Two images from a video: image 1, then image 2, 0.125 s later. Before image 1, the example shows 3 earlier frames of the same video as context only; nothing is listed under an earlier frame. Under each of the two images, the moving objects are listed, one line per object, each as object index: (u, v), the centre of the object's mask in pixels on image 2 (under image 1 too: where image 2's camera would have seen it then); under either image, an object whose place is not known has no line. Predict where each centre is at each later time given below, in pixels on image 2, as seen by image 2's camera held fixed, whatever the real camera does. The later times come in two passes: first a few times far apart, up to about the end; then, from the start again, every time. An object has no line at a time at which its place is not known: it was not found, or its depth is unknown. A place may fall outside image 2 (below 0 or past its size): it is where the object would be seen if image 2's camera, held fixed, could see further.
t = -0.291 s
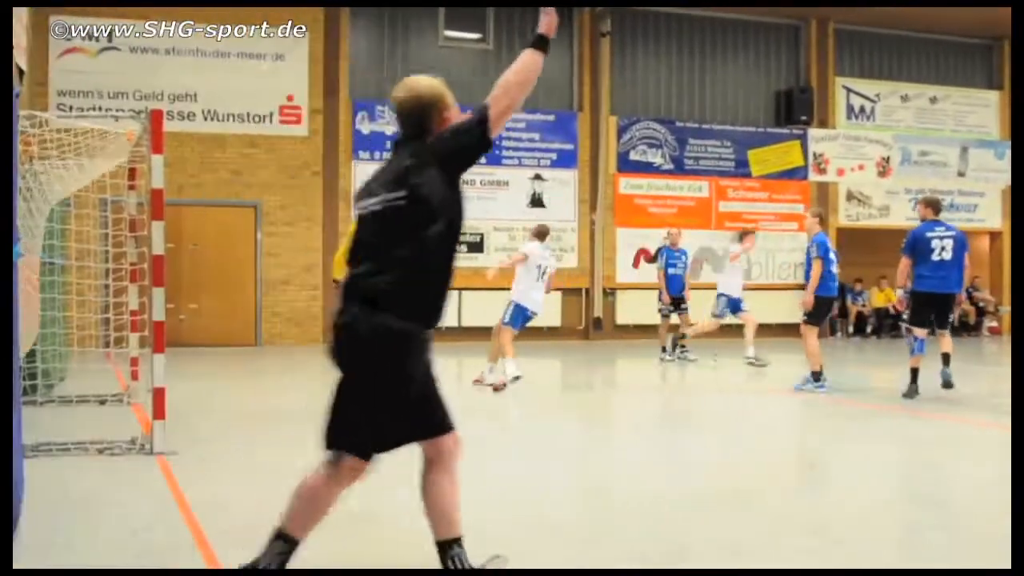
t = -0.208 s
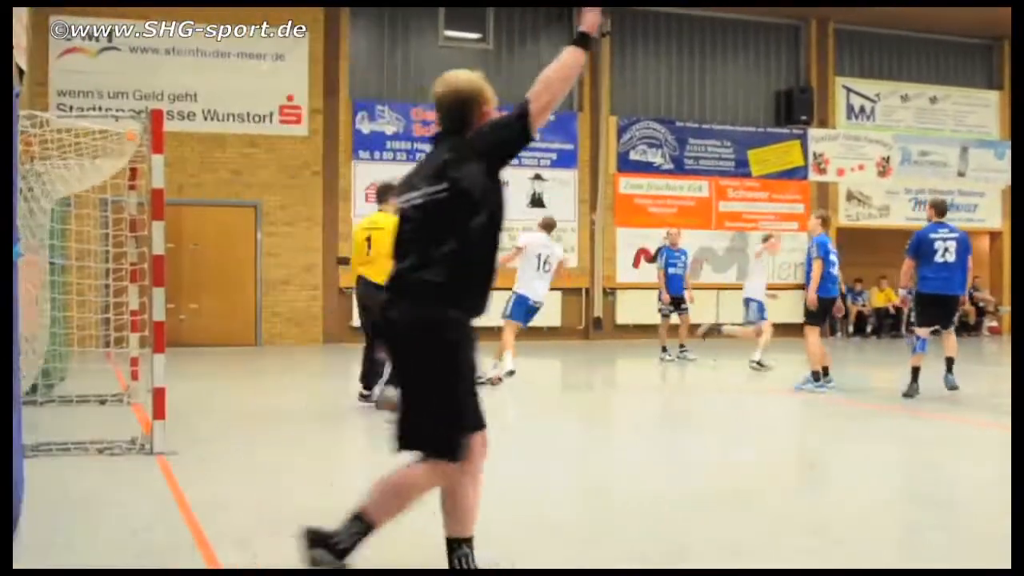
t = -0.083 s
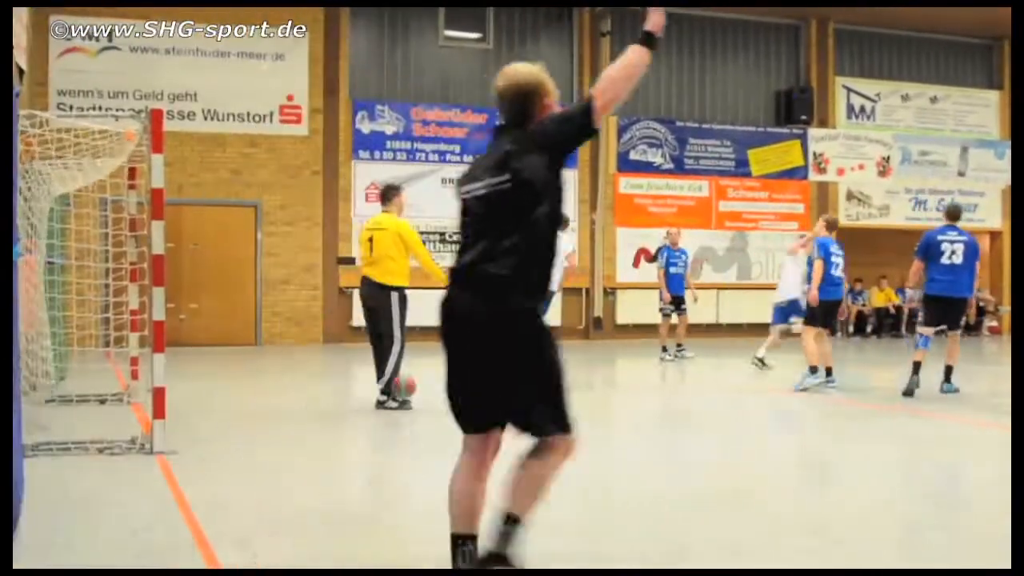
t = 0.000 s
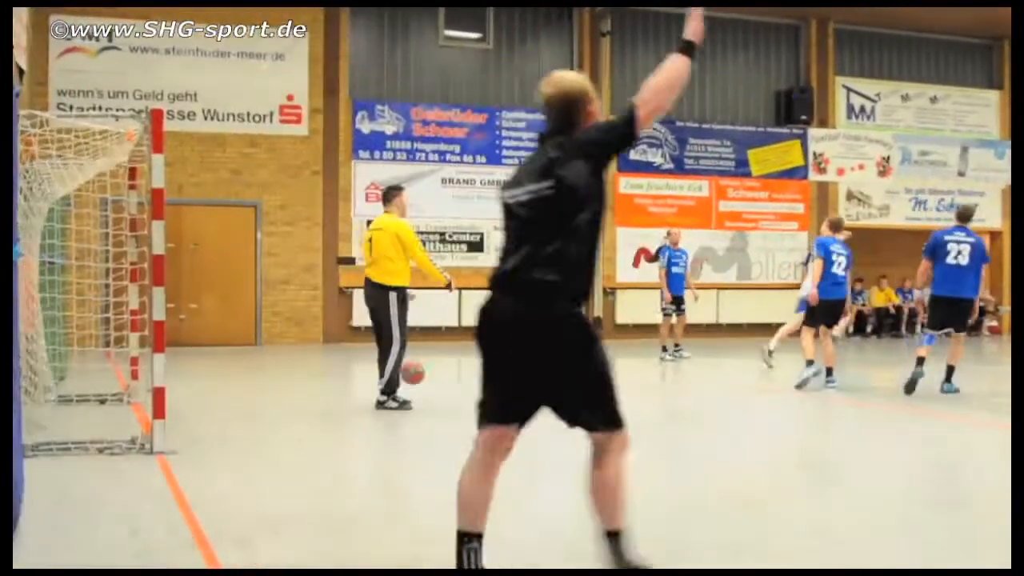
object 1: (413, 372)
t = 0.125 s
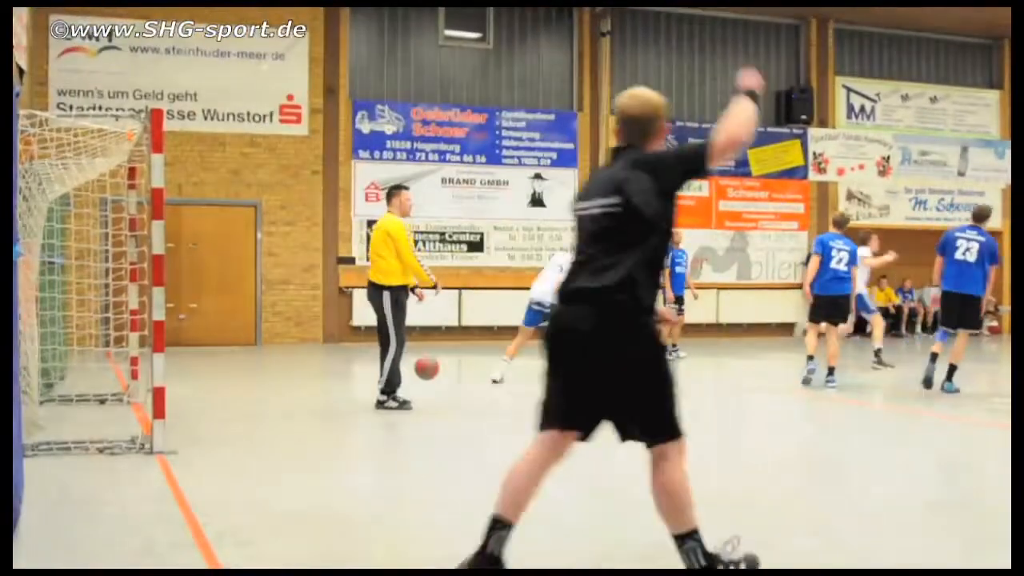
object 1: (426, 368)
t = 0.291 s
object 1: (446, 395)
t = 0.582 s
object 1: (486, 396)
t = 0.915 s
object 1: (534, 408)
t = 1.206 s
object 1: (575, 420)
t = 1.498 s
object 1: (615, 431)
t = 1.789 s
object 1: (658, 435)
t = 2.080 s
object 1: (699, 443)
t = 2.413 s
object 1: (738, 444)
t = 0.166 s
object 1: (431, 371)
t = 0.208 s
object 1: (436, 377)
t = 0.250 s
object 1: (441, 385)
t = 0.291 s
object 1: (446, 395)
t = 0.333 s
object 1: (450, 409)
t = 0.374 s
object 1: (456, 415)
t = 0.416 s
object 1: (462, 407)
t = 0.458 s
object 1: (468, 400)
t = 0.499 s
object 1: (474, 396)
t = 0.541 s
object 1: (480, 395)
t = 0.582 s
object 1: (486, 396)
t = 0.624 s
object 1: (493, 399)
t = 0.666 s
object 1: (499, 405)
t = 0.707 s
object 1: (506, 413)
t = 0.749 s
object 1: (512, 423)
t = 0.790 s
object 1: (518, 416)
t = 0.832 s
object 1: (523, 411)
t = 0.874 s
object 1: (529, 408)
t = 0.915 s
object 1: (534, 408)
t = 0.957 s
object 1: (540, 411)
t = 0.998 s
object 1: (546, 415)
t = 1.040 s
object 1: (552, 423)
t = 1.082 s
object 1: (558, 424)
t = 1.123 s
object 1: (563, 420)
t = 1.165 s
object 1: (569, 419)
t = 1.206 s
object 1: (575, 420)
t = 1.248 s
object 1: (581, 424)
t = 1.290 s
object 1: (586, 430)
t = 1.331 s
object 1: (592, 426)
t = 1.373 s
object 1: (598, 424)
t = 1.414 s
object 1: (604, 425)
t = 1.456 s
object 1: (609, 429)
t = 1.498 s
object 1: (615, 431)
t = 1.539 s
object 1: (621, 430)
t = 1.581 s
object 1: (628, 431)
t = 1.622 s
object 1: (634, 432)
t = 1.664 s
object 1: (640, 433)
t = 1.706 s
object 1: (646, 434)
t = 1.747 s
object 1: (652, 435)
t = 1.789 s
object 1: (658, 435)
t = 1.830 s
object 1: (664, 435)
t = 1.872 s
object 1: (670, 436)
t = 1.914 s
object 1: (676, 437)
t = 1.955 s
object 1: (682, 438)
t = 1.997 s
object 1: (687, 440)
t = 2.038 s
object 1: (693, 442)
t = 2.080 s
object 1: (699, 443)
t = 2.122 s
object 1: (704, 445)
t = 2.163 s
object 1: (708, 445)
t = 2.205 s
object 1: (713, 445)
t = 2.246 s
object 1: (719, 444)
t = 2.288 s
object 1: (723, 444)
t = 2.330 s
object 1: (728, 442)
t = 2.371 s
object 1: (733, 442)
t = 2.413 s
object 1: (738, 444)
